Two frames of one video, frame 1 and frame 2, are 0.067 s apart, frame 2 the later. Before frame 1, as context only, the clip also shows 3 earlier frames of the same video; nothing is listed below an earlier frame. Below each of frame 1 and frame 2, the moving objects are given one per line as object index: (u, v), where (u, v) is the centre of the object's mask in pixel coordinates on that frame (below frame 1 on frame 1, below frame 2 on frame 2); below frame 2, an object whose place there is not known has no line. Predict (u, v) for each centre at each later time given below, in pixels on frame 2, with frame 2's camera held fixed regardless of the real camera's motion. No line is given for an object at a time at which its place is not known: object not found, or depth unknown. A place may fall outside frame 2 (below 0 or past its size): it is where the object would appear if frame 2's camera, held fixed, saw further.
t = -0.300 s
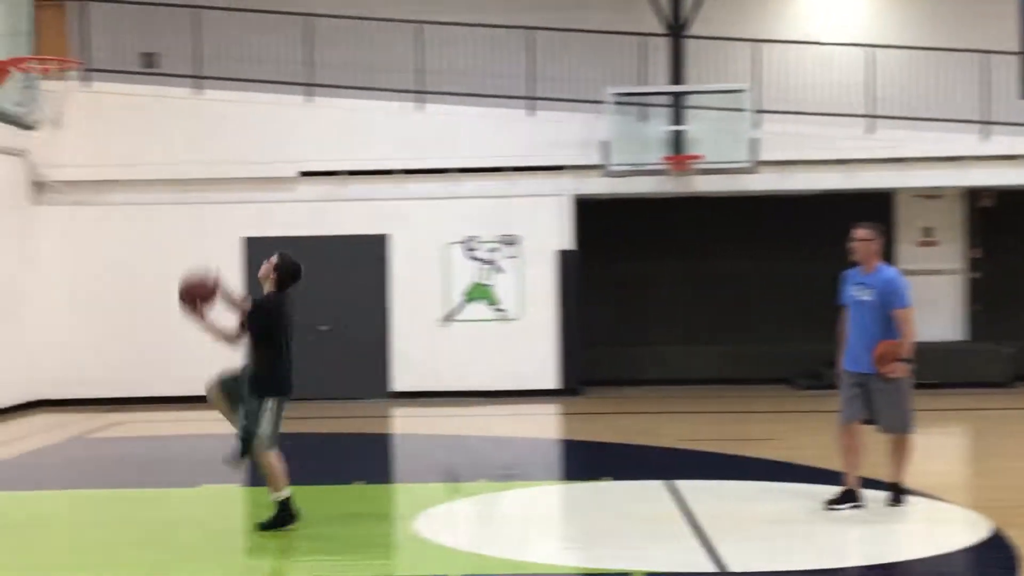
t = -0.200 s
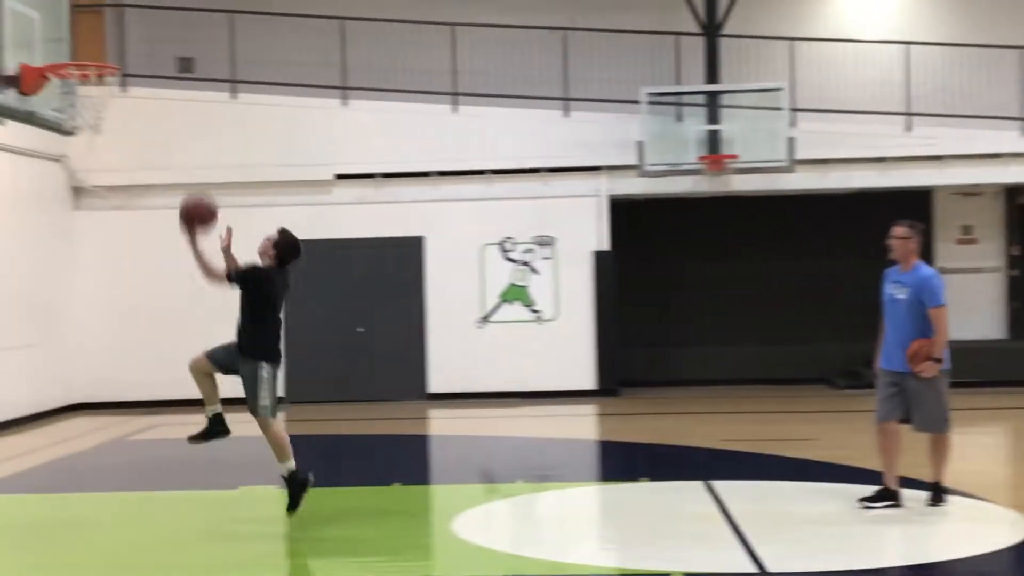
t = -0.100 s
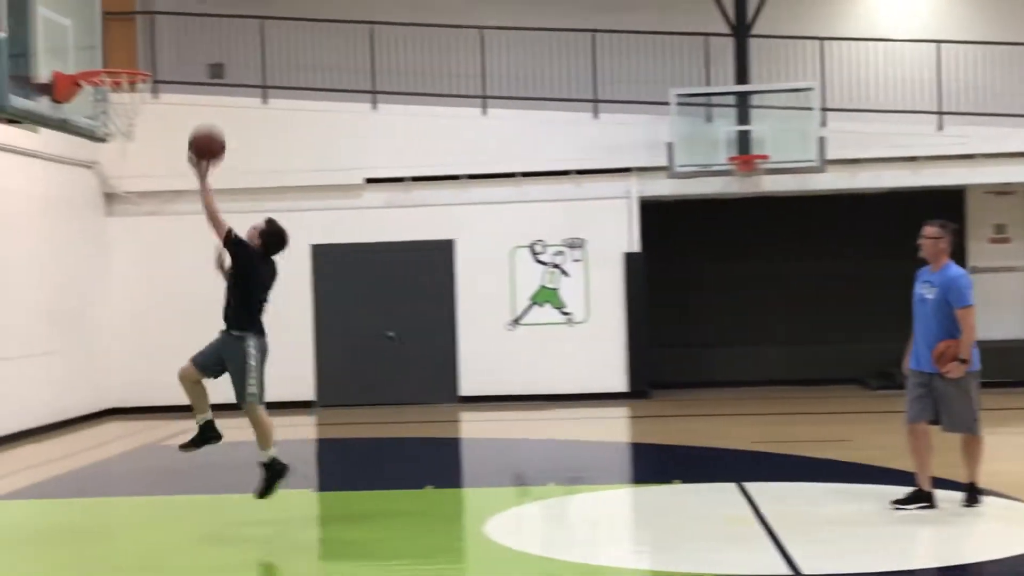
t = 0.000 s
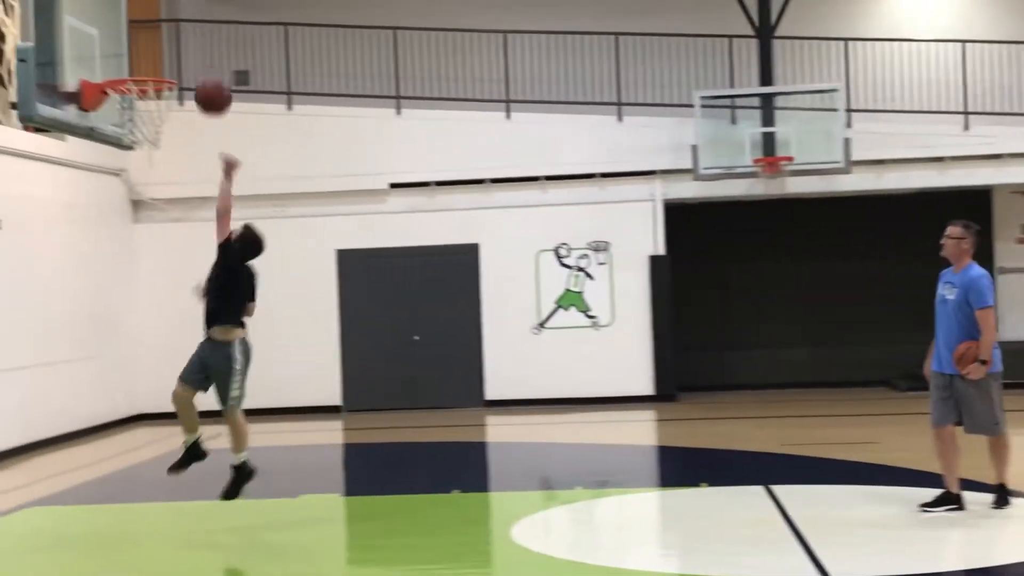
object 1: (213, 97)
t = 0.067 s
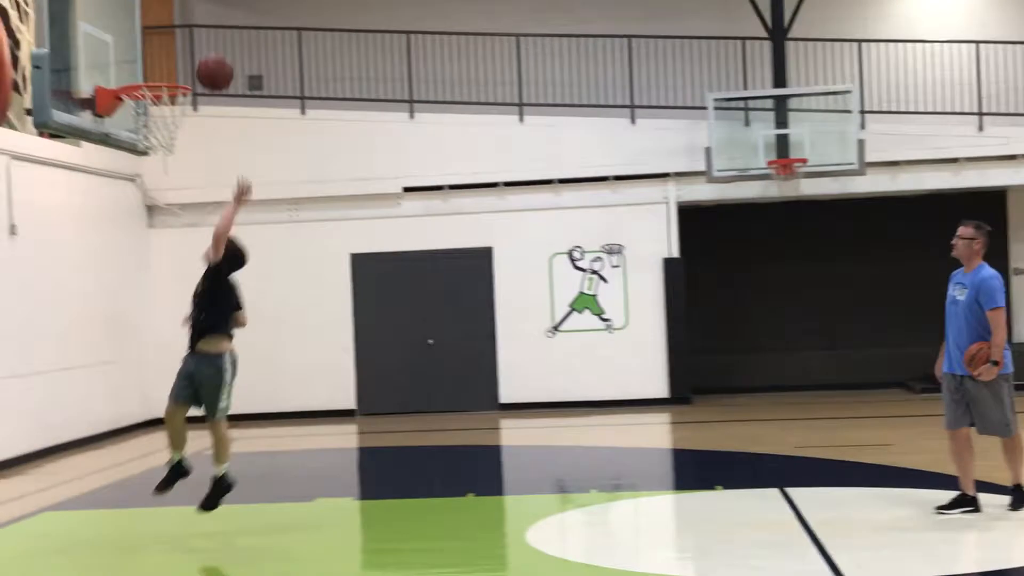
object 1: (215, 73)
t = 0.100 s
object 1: (207, 61)
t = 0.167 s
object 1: (192, 43)
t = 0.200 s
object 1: (186, 36)
